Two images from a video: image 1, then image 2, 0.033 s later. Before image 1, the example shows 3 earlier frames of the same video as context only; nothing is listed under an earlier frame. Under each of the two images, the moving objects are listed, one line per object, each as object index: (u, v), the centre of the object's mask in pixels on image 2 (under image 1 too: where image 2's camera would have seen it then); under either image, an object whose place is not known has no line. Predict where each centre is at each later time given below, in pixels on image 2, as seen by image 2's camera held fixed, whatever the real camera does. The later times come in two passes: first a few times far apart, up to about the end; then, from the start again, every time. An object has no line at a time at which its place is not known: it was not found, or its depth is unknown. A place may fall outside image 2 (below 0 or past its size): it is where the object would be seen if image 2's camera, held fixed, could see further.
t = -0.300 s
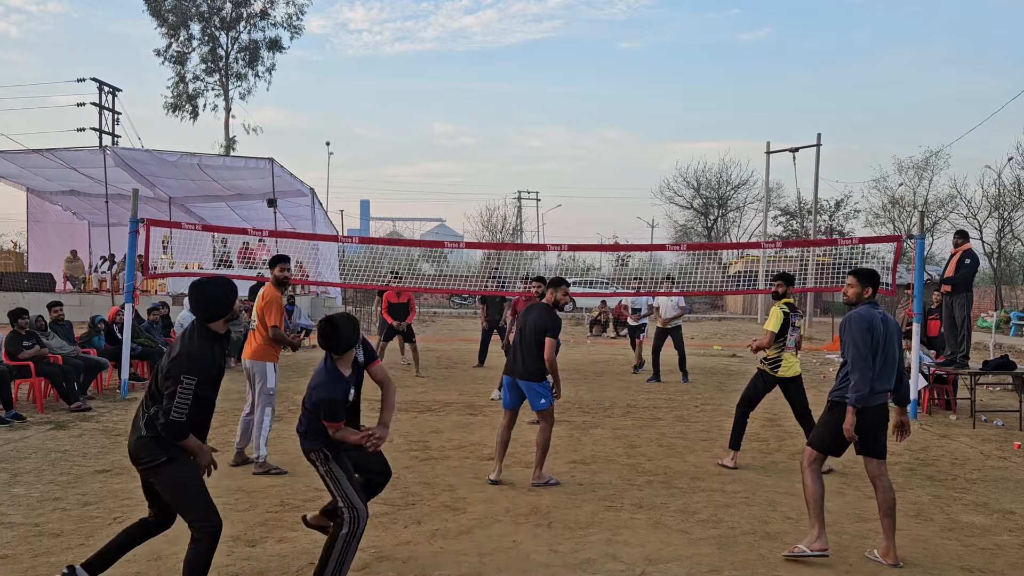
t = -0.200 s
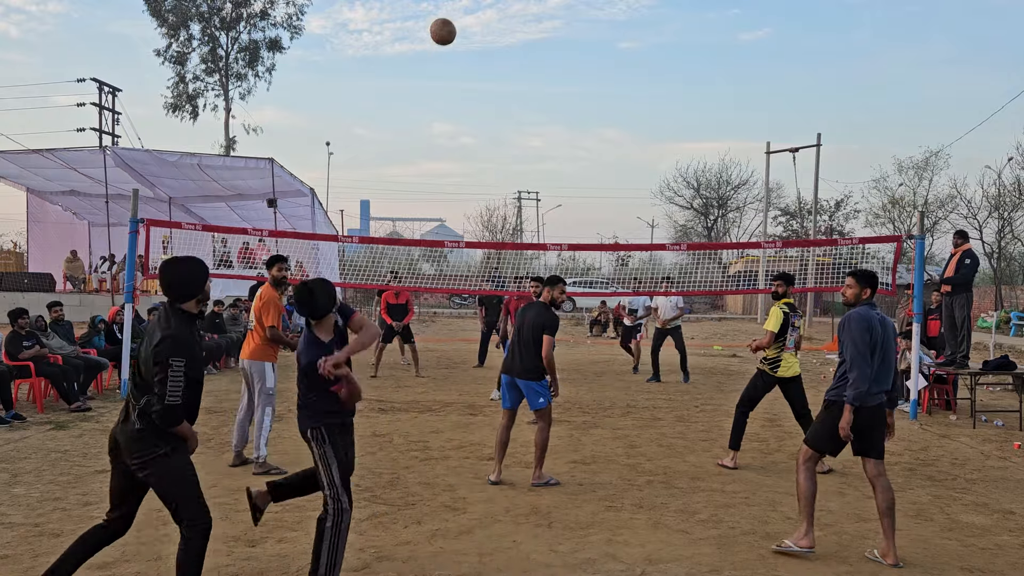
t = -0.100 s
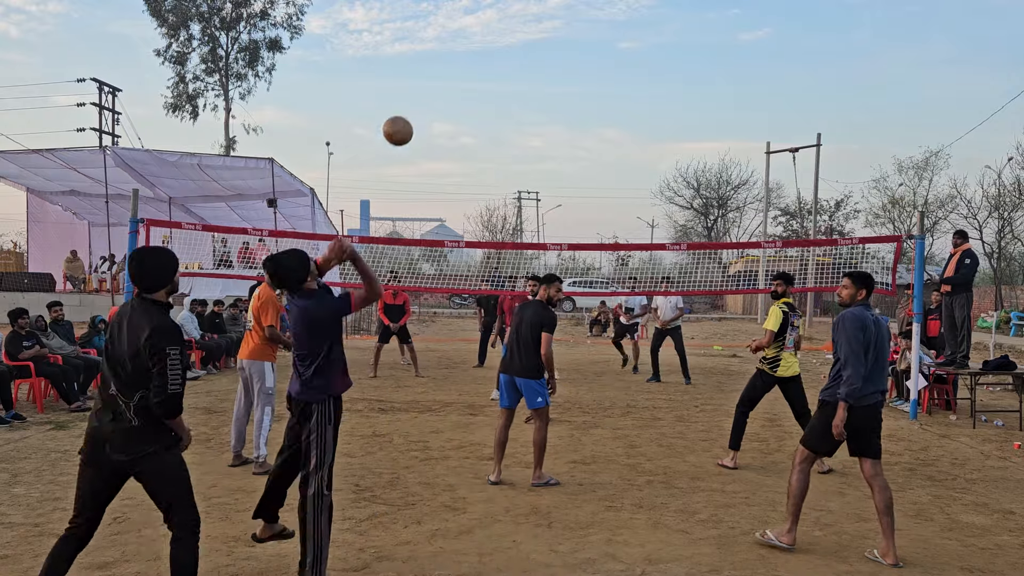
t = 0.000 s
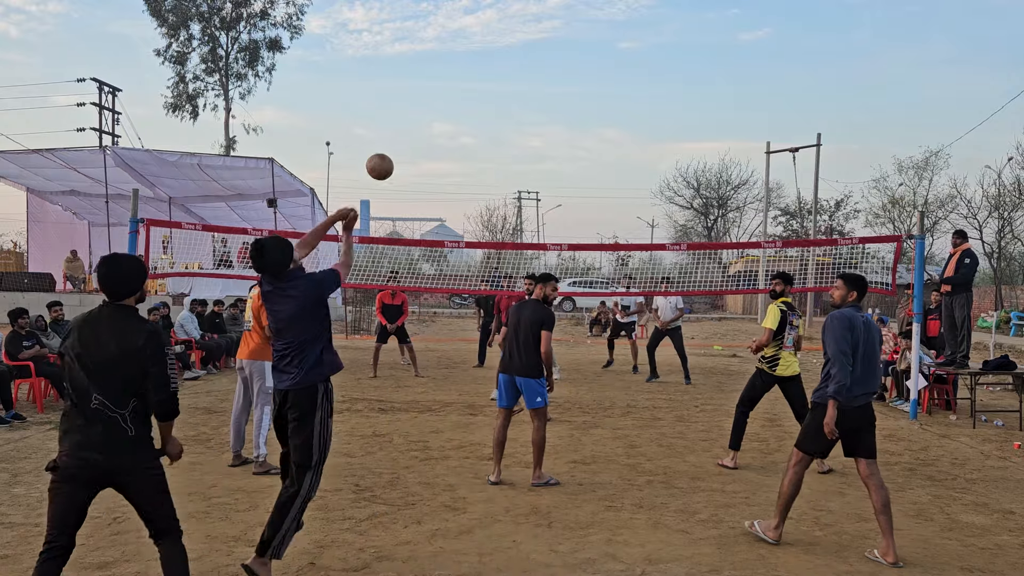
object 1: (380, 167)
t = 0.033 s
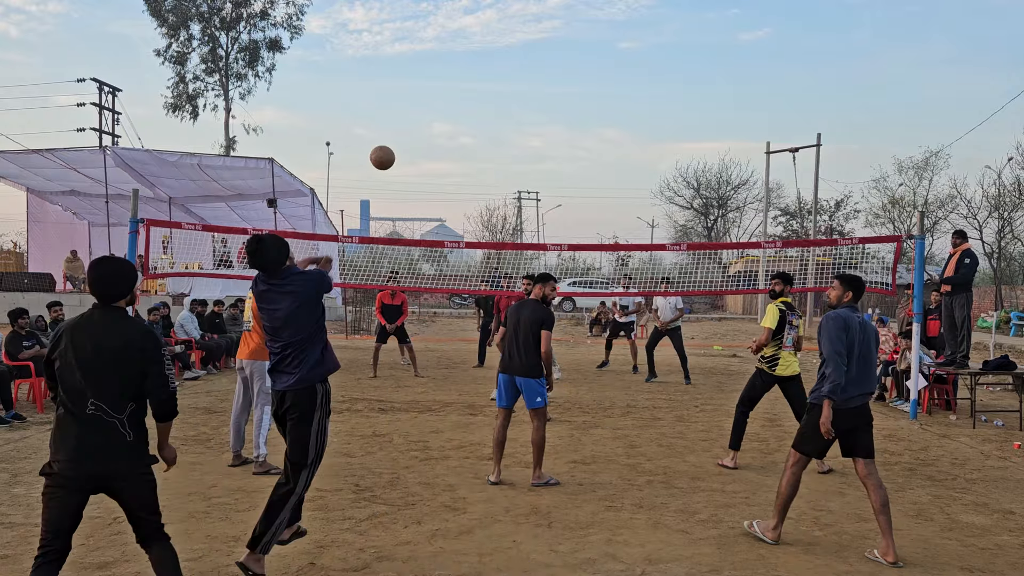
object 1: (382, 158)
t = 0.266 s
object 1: (389, 158)
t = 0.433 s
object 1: (389, 191)
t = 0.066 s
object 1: (384, 152)
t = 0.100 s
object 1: (386, 148)
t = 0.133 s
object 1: (387, 147)
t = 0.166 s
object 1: (388, 148)
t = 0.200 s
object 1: (388, 151)
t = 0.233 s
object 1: (389, 154)
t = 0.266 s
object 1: (389, 158)
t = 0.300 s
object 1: (389, 164)
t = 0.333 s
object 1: (389, 170)
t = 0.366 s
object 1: (389, 176)
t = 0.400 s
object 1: (389, 184)
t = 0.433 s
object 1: (389, 191)
